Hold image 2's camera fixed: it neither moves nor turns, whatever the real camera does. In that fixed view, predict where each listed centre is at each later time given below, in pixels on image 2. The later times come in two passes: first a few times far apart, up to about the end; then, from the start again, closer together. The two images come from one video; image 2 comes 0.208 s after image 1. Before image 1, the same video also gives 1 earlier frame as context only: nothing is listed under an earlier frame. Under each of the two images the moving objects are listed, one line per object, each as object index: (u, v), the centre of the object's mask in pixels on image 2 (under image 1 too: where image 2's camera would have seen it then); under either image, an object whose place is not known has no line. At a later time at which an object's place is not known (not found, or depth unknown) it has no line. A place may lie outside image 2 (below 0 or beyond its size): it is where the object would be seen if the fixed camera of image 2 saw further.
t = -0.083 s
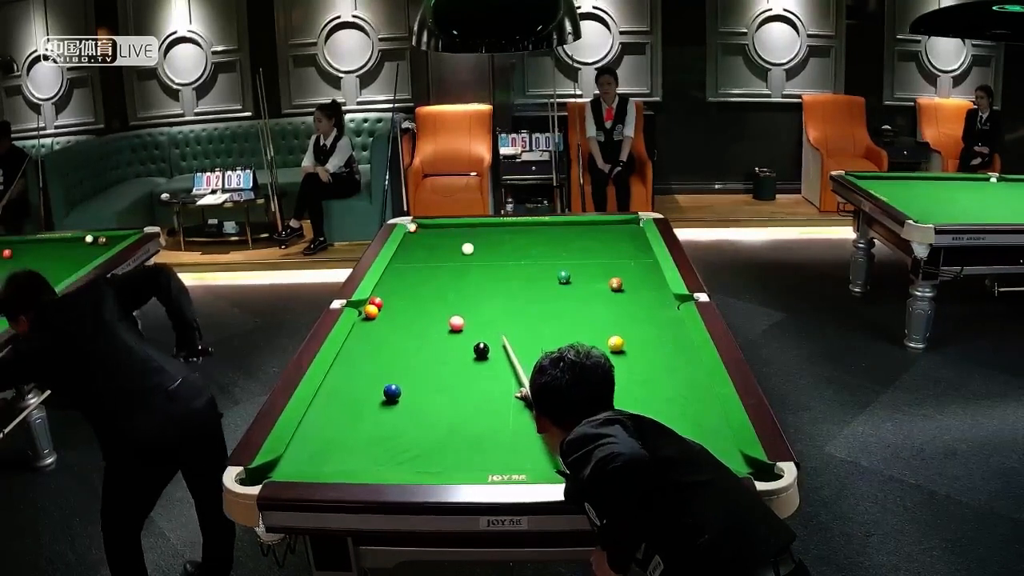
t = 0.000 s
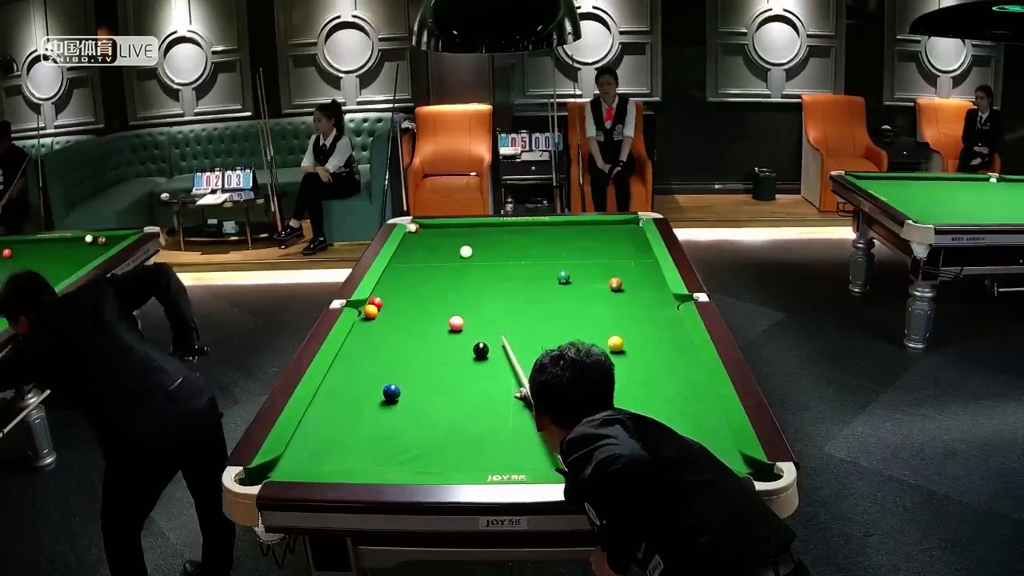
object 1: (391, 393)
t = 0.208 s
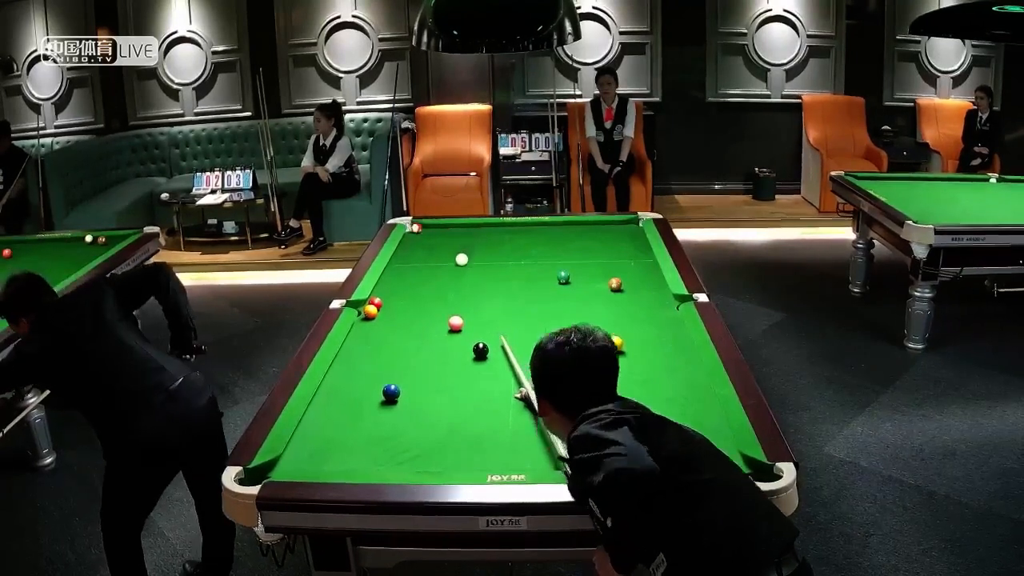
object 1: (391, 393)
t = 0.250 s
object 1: (391, 392)
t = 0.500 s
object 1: (391, 392)
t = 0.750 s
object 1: (391, 393)
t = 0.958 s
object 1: (391, 393)
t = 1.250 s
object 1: (391, 392)
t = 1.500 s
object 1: (391, 393)
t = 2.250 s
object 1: (391, 392)
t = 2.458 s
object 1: (391, 392)
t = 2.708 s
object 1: (391, 392)
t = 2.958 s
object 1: (391, 392)
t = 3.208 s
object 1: (391, 393)
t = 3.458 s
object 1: (389, 398)
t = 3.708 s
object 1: (388, 403)
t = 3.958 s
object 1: (386, 409)
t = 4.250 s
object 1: (384, 412)
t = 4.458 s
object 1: (384, 415)
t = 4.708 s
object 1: (383, 417)
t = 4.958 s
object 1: (382, 418)
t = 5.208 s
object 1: (383, 418)
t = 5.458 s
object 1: (382, 418)
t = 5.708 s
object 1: (382, 418)
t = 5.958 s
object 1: (383, 418)
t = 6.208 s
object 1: (382, 418)
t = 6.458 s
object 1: (382, 418)
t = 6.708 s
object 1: (382, 418)
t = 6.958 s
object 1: (382, 418)
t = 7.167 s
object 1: (382, 418)
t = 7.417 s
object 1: (383, 418)
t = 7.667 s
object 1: (382, 418)
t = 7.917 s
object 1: (382, 418)
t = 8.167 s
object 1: (382, 418)
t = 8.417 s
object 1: (382, 418)
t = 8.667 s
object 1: (382, 418)
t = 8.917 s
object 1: (382, 418)
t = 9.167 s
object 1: (382, 418)
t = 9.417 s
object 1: (382, 418)
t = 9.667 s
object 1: (382, 418)
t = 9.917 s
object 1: (382, 418)
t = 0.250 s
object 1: (391, 392)
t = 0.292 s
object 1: (391, 392)
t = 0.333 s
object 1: (391, 392)
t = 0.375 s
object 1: (391, 392)
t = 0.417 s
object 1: (391, 392)
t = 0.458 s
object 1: (391, 393)
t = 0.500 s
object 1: (391, 392)
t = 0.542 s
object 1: (391, 392)
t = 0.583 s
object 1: (391, 392)
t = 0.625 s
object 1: (391, 392)
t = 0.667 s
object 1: (391, 392)
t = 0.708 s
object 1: (391, 393)
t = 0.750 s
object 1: (391, 393)
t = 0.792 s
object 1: (391, 393)
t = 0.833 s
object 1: (391, 393)
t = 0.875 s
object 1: (391, 393)
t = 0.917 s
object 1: (391, 393)
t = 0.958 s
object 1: (391, 393)
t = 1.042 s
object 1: (391, 392)
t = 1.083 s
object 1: (391, 392)
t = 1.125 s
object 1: (391, 392)
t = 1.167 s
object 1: (391, 392)
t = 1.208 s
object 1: (391, 392)
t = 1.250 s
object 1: (391, 392)
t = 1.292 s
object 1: (391, 392)
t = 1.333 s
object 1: (391, 392)
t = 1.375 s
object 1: (391, 393)
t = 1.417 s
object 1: (391, 393)
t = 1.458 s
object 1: (391, 392)
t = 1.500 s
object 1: (391, 393)
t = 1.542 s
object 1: (391, 392)
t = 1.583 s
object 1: (389, 390)
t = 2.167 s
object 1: (391, 392)
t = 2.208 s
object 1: (391, 392)
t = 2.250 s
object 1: (391, 392)
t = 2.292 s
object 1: (391, 392)
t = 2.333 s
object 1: (391, 392)
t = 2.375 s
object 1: (391, 392)
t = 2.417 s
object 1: (391, 392)
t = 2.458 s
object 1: (391, 392)
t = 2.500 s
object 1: (391, 392)
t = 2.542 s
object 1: (391, 392)
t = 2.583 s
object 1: (391, 392)
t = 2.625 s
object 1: (391, 392)
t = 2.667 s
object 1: (391, 392)
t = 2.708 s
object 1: (391, 392)
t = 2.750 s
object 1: (391, 392)
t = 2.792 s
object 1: (391, 392)
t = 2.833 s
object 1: (391, 392)
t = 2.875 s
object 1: (391, 392)
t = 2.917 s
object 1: (391, 392)
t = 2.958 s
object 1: (391, 392)
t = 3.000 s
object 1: (391, 392)
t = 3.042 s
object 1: (391, 392)
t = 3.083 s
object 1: (391, 392)
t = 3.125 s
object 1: (391, 393)
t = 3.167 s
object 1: (391, 393)
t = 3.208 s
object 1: (391, 393)
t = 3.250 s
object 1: (390, 394)
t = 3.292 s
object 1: (390, 394)
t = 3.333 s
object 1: (390, 395)
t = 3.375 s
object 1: (390, 397)
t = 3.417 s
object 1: (390, 398)
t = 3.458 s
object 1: (389, 398)
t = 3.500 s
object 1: (389, 398)
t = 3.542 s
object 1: (389, 399)
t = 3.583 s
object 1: (389, 401)
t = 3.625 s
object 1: (389, 402)
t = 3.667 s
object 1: (388, 402)
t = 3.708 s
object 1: (388, 403)
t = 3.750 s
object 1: (387, 405)
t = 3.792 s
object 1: (387, 406)
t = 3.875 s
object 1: (386, 407)
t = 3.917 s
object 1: (386, 408)
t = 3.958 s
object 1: (386, 409)
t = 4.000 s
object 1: (386, 410)
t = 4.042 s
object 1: (385, 410)
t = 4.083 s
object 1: (385, 411)
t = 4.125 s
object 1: (385, 411)
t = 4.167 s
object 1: (384, 411)
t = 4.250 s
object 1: (384, 412)
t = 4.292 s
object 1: (384, 413)
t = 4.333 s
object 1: (384, 413)
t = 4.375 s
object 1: (384, 414)
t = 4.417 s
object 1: (384, 414)
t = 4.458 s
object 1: (384, 415)
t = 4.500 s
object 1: (383, 415)
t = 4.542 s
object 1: (383, 415)
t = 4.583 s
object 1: (383, 415)
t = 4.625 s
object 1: (383, 416)
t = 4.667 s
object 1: (383, 416)
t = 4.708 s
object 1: (383, 417)
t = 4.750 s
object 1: (383, 417)
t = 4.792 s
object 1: (383, 417)
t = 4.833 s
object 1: (383, 417)
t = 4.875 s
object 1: (382, 417)
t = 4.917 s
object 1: (382, 418)
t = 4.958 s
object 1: (382, 418)
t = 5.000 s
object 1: (382, 418)
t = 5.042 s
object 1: (382, 418)
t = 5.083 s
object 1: (383, 418)
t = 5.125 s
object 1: (383, 418)
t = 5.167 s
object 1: (382, 418)
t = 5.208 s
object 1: (383, 418)
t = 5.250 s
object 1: (383, 418)
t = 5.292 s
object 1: (383, 418)
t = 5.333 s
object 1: (383, 418)
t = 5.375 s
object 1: (382, 418)
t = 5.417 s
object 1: (382, 418)
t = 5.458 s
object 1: (382, 418)
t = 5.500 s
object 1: (382, 418)
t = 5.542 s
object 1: (382, 418)
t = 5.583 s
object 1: (382, 418)
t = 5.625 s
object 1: (382, 418)
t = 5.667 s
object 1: (382, 418)
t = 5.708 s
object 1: (382, 418)
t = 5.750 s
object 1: (382, 418)
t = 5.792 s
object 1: (382, 418)
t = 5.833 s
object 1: (382, 418)
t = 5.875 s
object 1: (382, 418)
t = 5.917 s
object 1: (382, 418)
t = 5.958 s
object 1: (383, 418)
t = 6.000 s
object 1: (383, 418)
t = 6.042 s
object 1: (383, 418)
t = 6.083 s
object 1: (383, 418)
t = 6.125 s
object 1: (383, 418)
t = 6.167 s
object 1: (382, 418)
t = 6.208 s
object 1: (382, 418)
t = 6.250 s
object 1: (382, 418)
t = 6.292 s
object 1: (382, 418)
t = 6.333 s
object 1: (382, 418)
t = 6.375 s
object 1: (382, 418)
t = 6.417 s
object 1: (382, 418)
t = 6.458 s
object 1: (382, 418)
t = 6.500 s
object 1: (382, 418)
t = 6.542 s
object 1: (382, 418)
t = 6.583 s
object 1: (382, 418)
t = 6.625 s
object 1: (382, 418)
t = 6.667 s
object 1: (382, 418)
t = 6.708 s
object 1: (382, 418)
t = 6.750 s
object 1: (382, 418)
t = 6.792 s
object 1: (382, 418)
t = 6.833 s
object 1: (382, 418)
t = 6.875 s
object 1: (382, 418)
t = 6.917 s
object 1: (382, 418)
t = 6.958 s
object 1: (382, 418)
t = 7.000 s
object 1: (382, 418)
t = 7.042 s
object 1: (382, 418)
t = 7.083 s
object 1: (382, 418)
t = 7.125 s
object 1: (382, 418)
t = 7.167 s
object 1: (382, 418)
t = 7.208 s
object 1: (382, 418)
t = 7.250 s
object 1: (382, 418)
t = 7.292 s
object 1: (382, 418)
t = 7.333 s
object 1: (383, 418)
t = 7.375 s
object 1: (382, 418)
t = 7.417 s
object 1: (383, 418)
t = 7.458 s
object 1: (382, 418)
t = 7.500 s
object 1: (382, 418)
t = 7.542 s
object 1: (382, 418)
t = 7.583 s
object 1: (382, 418)
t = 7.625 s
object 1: (382, 418)
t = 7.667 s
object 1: (382, 418)
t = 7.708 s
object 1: (382, 418)
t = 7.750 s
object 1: (382, 418)
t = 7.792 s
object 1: (382, 418)
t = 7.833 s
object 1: (382, 418)
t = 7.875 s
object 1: (382, 418)
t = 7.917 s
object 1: (382, 418)
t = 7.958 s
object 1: (382, 418)
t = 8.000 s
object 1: (382, 418)
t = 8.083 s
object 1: (382, 418)
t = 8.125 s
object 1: (382, 418)
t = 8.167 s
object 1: (382, 418)
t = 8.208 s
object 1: (382, 418)
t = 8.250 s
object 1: (382, 418)
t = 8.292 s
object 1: (382, 418)
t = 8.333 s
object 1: (382, 418)
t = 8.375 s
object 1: (382, 418)
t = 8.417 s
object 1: (382, 418)
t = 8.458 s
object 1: (382, 418)
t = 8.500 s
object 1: (382, 418)
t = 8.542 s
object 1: (382, 418)
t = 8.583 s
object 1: (382, 418)
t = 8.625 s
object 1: (382, 418)
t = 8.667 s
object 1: (382, 418)
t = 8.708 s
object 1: (382, 418)
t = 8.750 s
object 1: (382, 418)
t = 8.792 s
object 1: (382, 418)
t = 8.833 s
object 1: (382, 418)
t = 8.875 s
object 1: (382, 418)
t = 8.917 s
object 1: (382, 418)
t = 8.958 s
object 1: (382, 418)
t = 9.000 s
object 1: (382, 418)
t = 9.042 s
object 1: (382, 418)
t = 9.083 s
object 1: (382, 418)
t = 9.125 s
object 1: (382, 418)
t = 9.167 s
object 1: (382, 418)
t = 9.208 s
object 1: (382, 418)
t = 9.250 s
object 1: (383, 418)
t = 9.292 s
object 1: (382, 418)
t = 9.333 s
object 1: (382, 418)
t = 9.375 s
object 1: (382, 418)
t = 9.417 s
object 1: (382, 418)
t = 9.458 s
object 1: (382, 418)
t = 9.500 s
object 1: (382, 418)
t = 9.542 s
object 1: (382, 418)
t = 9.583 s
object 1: (382, 418)
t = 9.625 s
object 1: (382, 418)
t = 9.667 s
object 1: (382, 418)
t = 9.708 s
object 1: (382, 418)
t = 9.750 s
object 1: (382, 418)
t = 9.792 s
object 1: (382, 418)
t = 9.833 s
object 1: (382, 418)
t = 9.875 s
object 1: (382, 418)
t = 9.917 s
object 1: (382, 418)
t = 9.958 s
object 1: (382, 418)
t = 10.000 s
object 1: (382, 418)
